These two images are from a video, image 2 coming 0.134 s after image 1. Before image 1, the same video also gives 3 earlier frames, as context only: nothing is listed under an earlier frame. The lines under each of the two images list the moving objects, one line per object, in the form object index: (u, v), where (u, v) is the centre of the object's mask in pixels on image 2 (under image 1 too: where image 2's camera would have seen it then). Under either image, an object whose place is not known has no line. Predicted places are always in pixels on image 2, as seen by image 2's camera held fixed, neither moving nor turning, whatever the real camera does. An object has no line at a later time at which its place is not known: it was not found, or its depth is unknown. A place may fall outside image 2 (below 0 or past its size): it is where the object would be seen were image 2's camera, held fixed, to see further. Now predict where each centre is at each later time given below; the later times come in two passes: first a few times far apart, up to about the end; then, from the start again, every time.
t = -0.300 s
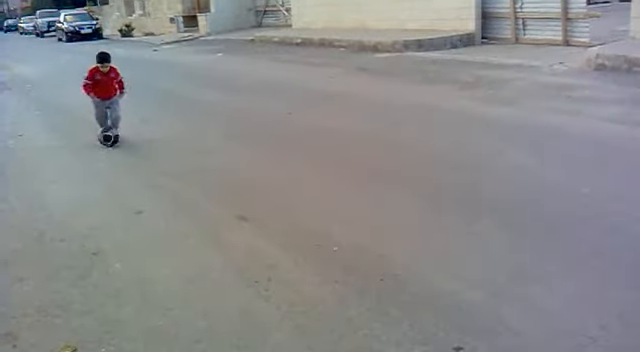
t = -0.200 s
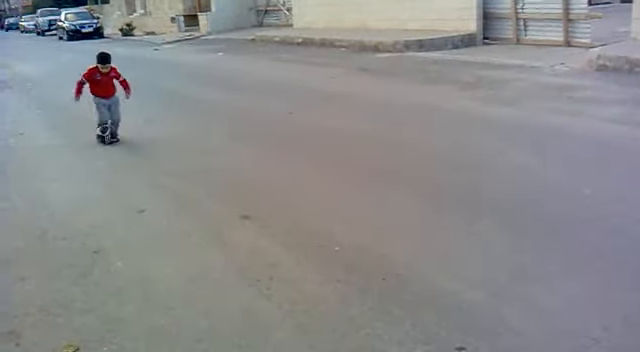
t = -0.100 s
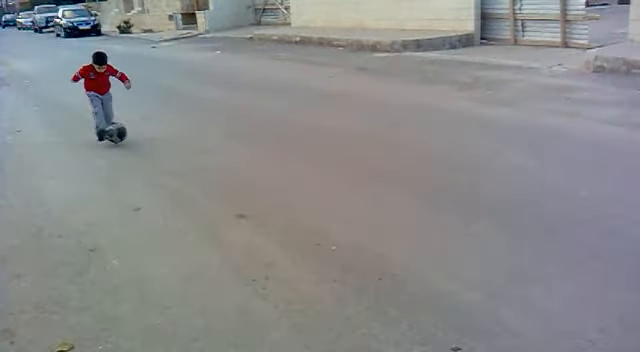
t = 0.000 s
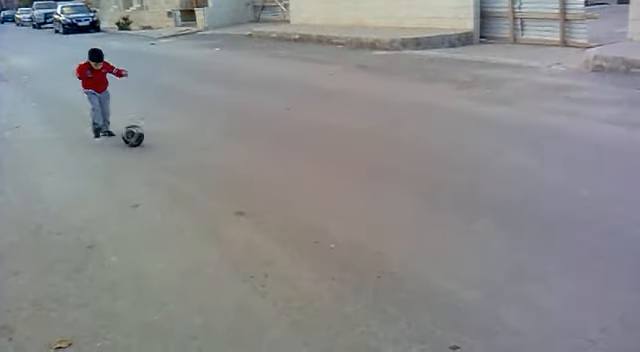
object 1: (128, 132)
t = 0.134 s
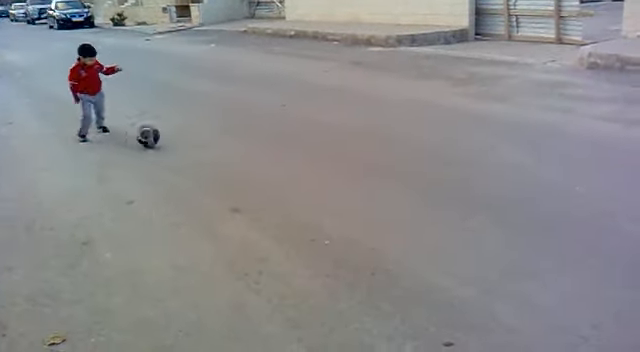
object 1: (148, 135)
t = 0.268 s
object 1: (170, 142)
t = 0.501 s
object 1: (211, 153)
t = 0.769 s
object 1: (268, 167)
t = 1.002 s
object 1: (326, 182)
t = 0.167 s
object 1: (153, 137)
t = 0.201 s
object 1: (158, 140)
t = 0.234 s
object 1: (164, 140)
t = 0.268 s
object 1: (170, 142)
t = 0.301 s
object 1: (175, 143)
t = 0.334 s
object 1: (181, 145)
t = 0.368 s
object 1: (187, 146)
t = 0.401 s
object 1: (192, 147)
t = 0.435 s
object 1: (198, 149)
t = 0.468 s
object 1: (205, 152)
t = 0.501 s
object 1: (211, 153)
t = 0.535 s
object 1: (218, 154)
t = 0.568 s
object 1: (225, 156)
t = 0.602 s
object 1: (232, 158)
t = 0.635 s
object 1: (238, 160)
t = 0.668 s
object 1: (245, 161)
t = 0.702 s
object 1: (253, 164)
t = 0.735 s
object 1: (260, 165)
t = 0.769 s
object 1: (268, 167)
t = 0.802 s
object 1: (275, 169)
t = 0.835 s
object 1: (283, 171)
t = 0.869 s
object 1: (291, 174)
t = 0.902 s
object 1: (299, 175)
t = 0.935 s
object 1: (309, 177)
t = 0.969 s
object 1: (316, 181)
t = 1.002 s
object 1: (326, 182)
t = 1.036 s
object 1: (336, 185)
